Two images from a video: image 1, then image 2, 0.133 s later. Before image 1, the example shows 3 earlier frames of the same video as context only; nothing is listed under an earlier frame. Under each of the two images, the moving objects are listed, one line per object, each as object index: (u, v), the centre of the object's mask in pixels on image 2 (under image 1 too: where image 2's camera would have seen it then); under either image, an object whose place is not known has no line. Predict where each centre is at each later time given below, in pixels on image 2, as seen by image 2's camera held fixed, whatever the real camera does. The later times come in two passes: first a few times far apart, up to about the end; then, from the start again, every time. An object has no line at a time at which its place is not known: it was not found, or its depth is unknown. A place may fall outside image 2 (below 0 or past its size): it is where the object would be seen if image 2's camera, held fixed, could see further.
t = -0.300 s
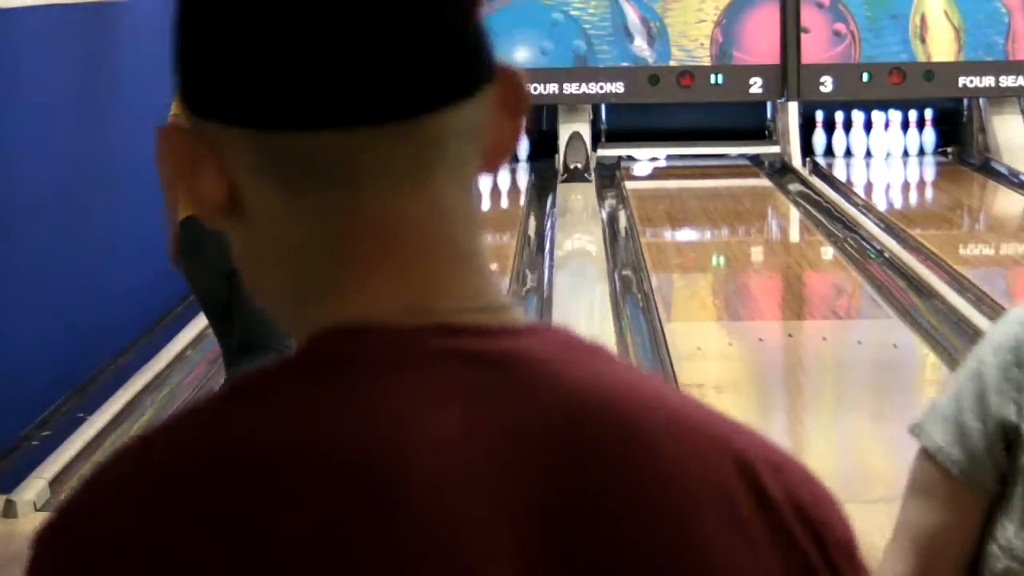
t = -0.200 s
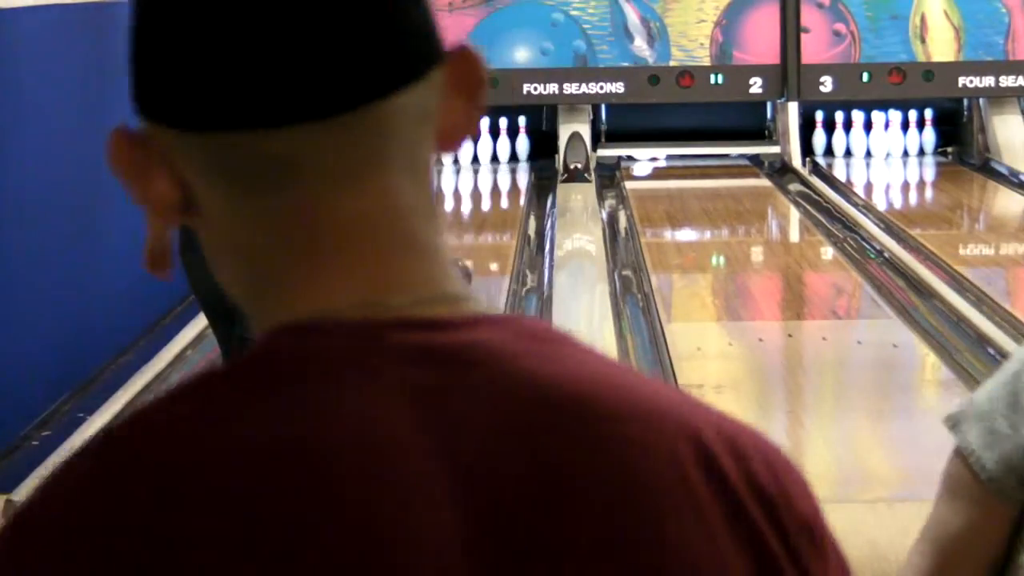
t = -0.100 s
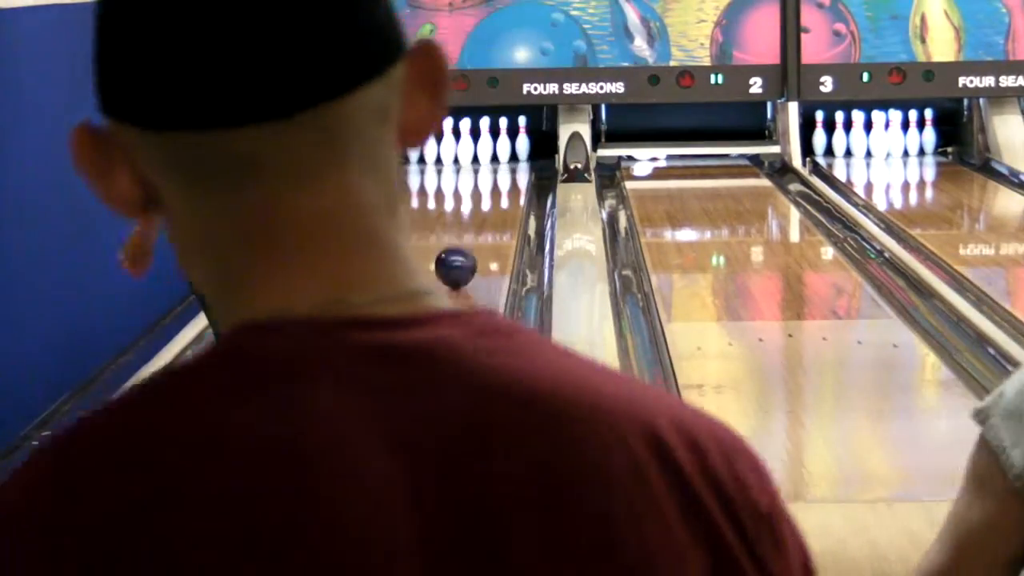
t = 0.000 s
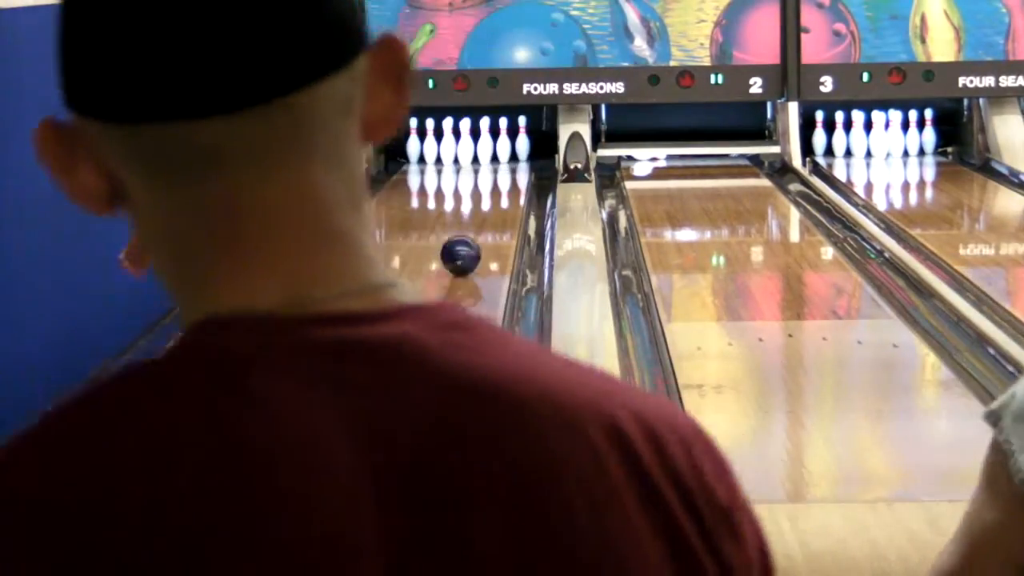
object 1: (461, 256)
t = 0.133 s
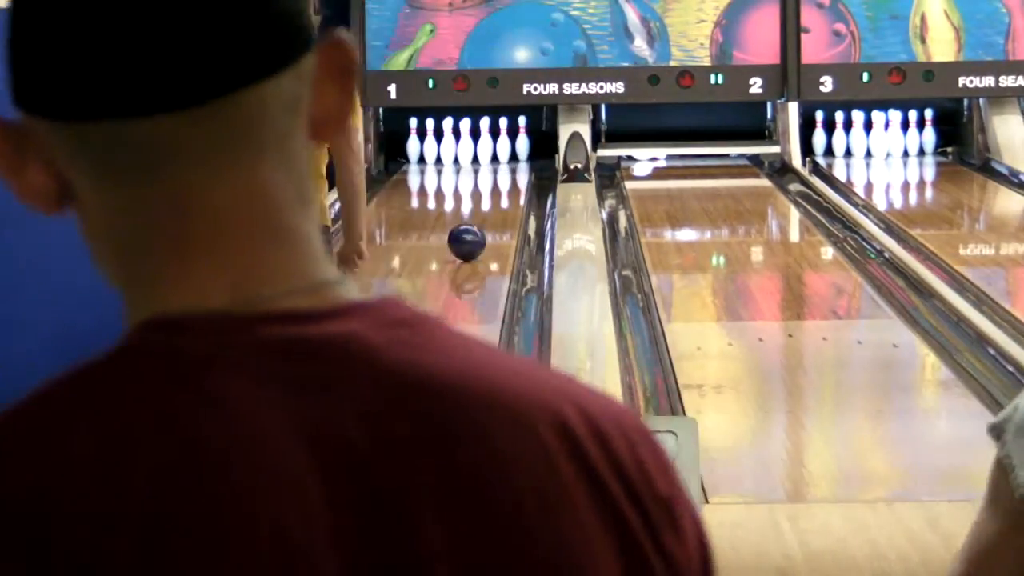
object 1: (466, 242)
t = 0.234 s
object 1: (470, 233)
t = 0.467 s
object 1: (477, 214)
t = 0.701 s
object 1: (482, 198)
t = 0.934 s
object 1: (485, 184)
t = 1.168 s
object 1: (485, 173)
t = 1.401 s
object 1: (482, 163)
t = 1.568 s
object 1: (479, 156)
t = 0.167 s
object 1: (468, 239)
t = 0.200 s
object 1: (469, 236)
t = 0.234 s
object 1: (470, 233)
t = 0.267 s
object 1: (472, 230)
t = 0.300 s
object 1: (473, 227)
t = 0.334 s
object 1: (474, 224)
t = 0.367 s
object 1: (475, 221)
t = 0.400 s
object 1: (476, 219)
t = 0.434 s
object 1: (476, 216)
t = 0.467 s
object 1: (477, 214)
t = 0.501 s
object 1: (478, 211)
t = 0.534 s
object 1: (479, 209)
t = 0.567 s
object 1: (479, 207)
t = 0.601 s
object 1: (480, 205)
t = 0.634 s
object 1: (481, 203)
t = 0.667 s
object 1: (482, 200)
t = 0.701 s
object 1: (482, 198)
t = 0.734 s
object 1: (482, 196)
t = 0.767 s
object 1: (483, 193)
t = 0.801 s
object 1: (483, 191)
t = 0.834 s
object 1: (483, 189)
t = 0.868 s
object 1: (484, 188)
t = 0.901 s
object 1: (484, 186)
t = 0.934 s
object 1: (485, 184)
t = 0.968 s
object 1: (485, 182)
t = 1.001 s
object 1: (484, 181)
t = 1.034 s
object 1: (484, 179)
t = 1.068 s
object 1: (485, 178)
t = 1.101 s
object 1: (485, 176)
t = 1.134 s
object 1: (485, 174)
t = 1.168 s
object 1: (485, 173)
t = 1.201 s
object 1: (484, 171)
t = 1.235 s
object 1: (484, 169)
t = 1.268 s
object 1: (484, 168)
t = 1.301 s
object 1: (483, 166)
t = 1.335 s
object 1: (483, 165)
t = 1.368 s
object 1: (483, 164)
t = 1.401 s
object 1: (482, 163)
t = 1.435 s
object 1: (481, 161)
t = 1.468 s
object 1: (481, 160)
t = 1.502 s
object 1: (480, 158)
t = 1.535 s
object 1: (479, 157)
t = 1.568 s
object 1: (479, 156)
